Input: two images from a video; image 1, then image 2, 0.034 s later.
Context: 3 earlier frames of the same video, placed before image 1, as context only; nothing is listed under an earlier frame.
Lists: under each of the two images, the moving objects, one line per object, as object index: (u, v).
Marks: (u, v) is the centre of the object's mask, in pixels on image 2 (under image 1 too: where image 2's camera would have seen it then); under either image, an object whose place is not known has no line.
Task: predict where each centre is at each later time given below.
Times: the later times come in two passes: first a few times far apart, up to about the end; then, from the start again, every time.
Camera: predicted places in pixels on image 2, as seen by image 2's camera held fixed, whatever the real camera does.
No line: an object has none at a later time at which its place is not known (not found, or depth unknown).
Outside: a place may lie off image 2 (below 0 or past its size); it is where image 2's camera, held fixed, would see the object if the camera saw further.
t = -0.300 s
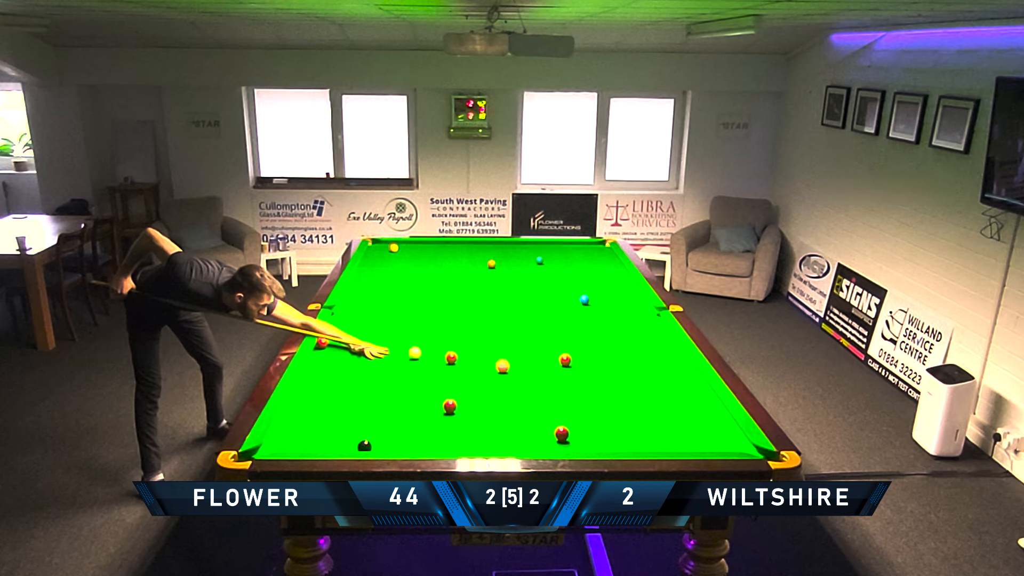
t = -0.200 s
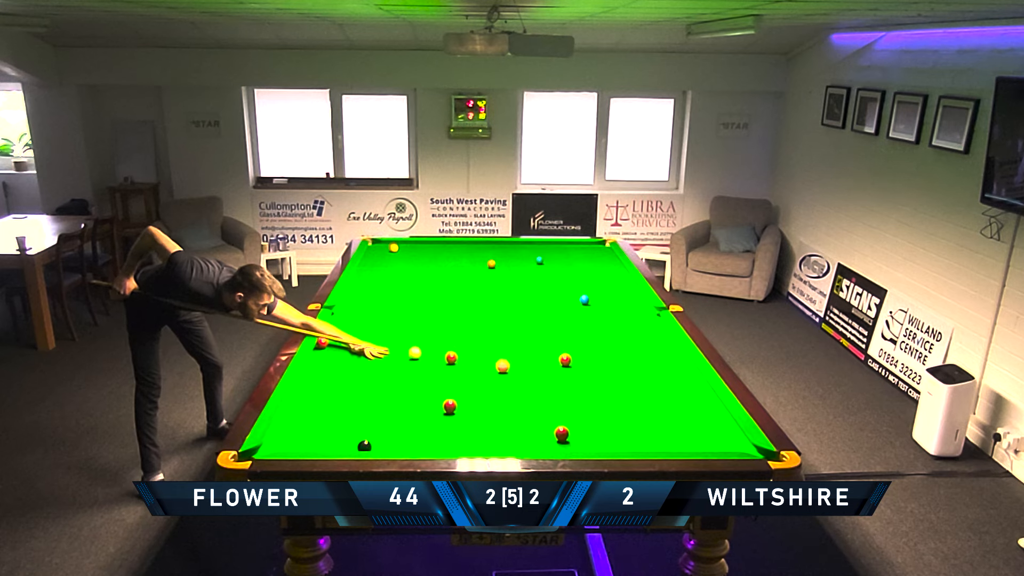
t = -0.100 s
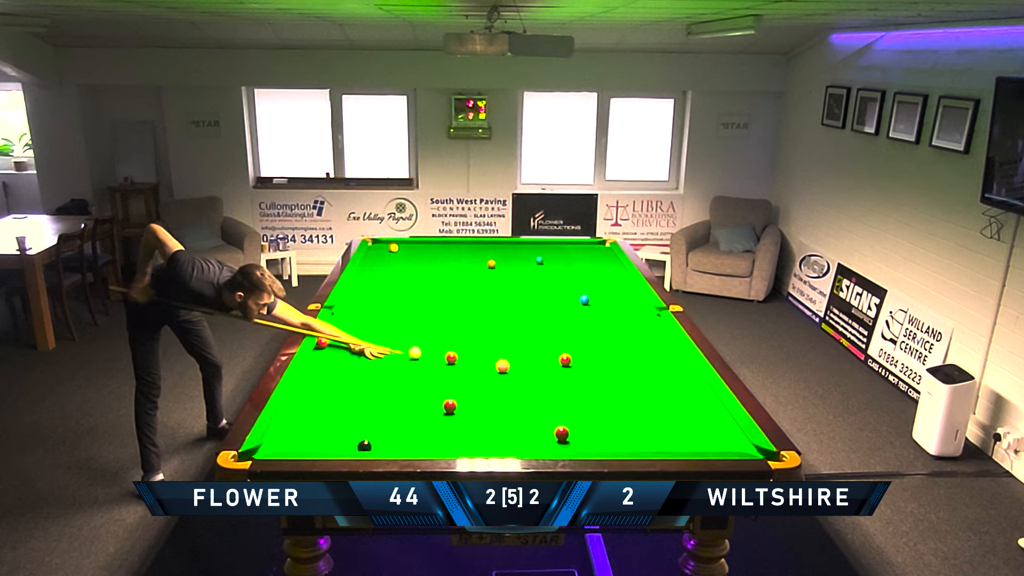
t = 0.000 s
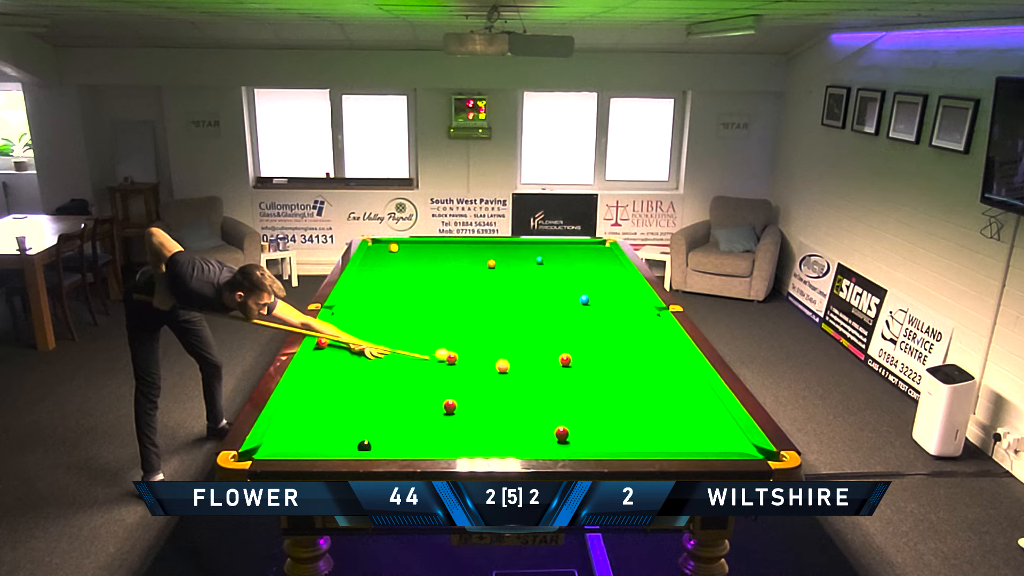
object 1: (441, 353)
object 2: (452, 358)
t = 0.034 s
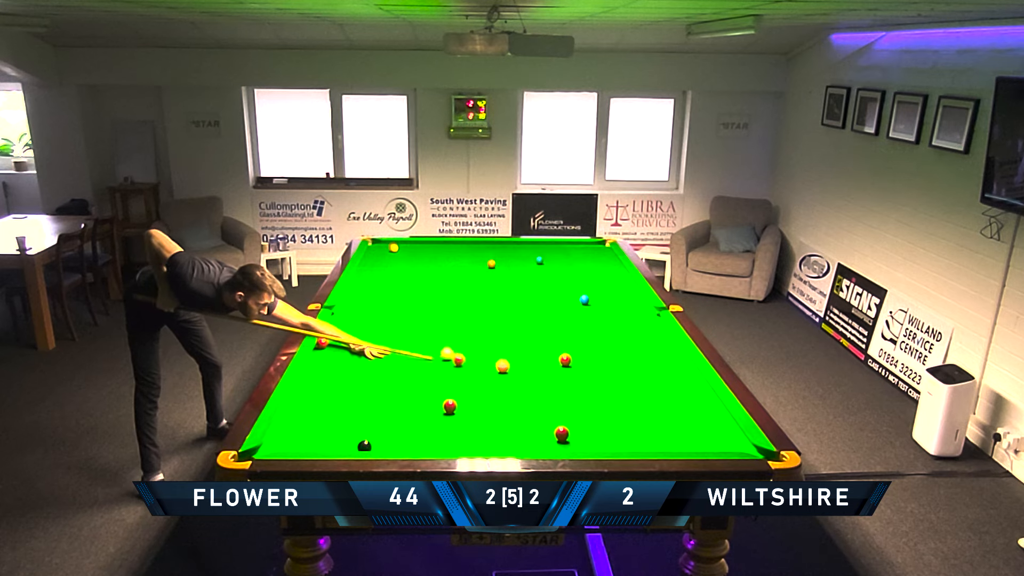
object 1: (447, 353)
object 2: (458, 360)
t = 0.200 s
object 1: (458, 347)
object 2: (491, 370)
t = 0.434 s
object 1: (463, 341)
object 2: (534, 383)
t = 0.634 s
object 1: (466, 336)
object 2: (573, 394)
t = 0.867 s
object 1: (470, 330)
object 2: (620, 408)
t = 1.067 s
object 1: (473, 326)
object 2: (663, 420)
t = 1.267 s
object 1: (475, 321)
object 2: (707, 433)
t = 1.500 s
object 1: (478, 317)
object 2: (748, 448)
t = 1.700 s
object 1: (480, 314)
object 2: (750, 448)
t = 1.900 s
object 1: (482, 311)
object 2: (740, 448)
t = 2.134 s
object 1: (484, 307)
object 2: (730, 447)
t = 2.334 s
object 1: (486, 305)
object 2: (723, 447)
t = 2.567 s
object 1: (488, 302)
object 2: (716, 446)
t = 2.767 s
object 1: (489, 300)
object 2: (712, 445)
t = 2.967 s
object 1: (490, 298)
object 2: (707, 445)
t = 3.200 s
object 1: (492, 296)
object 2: (704, 444)
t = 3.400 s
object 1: (492, 295)
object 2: (702, 444)
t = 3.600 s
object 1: (493, 293)
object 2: (701, 444)
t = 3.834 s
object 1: (494, 292)
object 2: (700, 444)
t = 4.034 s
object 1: (494, 291)
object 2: (700, 444)
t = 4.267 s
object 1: (494, 290)
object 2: (701, 444)
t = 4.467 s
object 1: (495, 290)
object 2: (701, 444)
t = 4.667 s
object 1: (495, 289)
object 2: (701, 444)
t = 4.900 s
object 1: (495, 289)
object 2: (701, 444)
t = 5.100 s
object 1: (496, 288)
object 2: (701, 444)
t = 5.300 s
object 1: (496, 288)
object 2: (700, 444)
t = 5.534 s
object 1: (496, 288)
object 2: (700, 444)
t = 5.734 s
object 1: (496, 288)
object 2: (700, 444)
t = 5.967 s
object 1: (496, 288)
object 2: (700, 444)
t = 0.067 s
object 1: (450, 351)
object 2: (465, 362)
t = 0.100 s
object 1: (453, 350)
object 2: (472, 364)
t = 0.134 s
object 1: (455, 349)
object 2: (479, 366)
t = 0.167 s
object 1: (457, 348)
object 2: (485, 368)
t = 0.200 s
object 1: (458, 347)
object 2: (491, 370)
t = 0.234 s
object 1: (459, 346)
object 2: (497, 372)
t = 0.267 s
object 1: (459, 345)
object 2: (503, 372)
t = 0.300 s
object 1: (460, 344)
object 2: (509, 375)
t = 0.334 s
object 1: (461, 343)
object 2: (515, 377)
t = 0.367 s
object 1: (461, 342)
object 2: (522, 379)
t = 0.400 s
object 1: (462, 341)
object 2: (528, 381)
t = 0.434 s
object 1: (463, 341)
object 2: (534, 383)
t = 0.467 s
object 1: (463, 340)
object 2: (540, 385)
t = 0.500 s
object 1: (464, 339)
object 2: (547, 386)
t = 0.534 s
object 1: (464, 338)
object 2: (553, 388)
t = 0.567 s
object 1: (465, 337)
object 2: (559, 390)
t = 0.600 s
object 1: (466, 336)
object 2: (566, 392)
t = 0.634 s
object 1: (466, 336)
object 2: (573, 394)
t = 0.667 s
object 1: (467, 335)
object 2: (579, 396)
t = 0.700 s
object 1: (467, 334)
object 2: (586, 398)
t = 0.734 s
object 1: (468, 333)
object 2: (593, 400)
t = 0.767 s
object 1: (468, 332)
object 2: (599, 402)
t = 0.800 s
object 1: (469, 331)
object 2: (606, 404)
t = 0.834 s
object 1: (469, 331)
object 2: (613, 406)
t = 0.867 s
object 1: (470, 330)
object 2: (620, 408)
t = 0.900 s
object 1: (470, 329)
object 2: (627, 410)
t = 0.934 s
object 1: (471, 329)
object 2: (634, 412)
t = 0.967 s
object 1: (471, 328)
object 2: (641, 414)
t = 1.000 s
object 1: (472, 327)
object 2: (648, 416)
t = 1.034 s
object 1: (472, 326)
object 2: (655, 419)
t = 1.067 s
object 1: (473, 326)
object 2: (663, 420)
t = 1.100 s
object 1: (473, 325)
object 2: (670, 423)
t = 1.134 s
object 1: (474, 324)
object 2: (677, 425)
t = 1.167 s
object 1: (474, 323)
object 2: (684, 427)
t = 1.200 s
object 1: (475, 323)
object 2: (692, 429)
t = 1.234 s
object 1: (475, 322)
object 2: (699, 431)
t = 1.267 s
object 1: (475, 321)
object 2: (707, 433)
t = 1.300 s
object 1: (476, 321)
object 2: (714, 436)
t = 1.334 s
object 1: (476, 320)
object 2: (722, 438)
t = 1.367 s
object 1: (477, 319)
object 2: (730, 440)
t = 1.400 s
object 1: (477, 319)
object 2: (737, 443)
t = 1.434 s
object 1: (477, 318)
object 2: (745, 444)
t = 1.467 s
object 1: (478, 318)
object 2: (747, 447)
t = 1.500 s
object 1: (478, 317)
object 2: (748, 448)
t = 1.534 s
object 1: (479, 316)
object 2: (748, 450)
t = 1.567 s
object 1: (479, 316)
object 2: (750, 449)
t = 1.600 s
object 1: (479, 315)
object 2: (751, 449)
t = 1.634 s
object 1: (479, 315)
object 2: (753, 449)
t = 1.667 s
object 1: (480, 314)
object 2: (752, 448)
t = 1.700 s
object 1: (480, 314)
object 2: (750, 448)
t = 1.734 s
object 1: (481, 313)
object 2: (748, 448)
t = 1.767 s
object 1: (481, 313)
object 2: (746, 448)
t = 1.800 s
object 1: (481, 312)
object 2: (745, 448)
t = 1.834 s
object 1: (482, 312)
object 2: (743, 448)
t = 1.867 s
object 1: (482, 311)
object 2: (741, 448)
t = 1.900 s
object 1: (482, 311)
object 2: (740, 448)
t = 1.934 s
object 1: (483, 310)
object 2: (738, 448)
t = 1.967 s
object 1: (483, 310)
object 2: (736, 448)
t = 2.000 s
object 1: (483, 309)
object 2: (735, 448)
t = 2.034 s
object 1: (484, 309)
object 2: (734, 448)
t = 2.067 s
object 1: (484, 308)
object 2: (733, 448)
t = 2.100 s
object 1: (484, 308)
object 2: (731, 447)
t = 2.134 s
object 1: (484, 307)
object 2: (730, 447)
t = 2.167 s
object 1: (485, 307)
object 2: (729, 447)
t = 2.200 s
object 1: (485, 306)
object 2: (728, 447)
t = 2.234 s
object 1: (485, 306)
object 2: (726, 447)
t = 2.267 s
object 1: (485, 306)
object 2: (725, 447)
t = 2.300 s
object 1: (486, 305)
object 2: (724, 447)
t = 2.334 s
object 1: (486, 305)
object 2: (723, 447)
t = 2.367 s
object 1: (486, 305)
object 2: (722, 447)
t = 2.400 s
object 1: (487, 304)
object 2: (721, 446)
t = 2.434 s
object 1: (487, 304)
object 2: (720, 446)
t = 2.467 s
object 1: (487, 303)
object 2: (719, 446)
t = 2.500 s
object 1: (487, 303)
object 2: (718, 446)
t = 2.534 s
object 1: (488, 303)
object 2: (717, 446)
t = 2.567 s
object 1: (488, 302)
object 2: (716, 446)
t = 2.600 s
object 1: (488, 302)
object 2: (715, 446)
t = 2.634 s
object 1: (488, 302)
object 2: (715, 446)
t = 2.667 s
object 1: (489, 301)
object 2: (714, 446)
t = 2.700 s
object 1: (489, 301)
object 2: (713, 446)
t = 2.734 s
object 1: (489, 301)
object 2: (712, 446)
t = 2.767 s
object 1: (489, 300)
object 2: (712, 445)
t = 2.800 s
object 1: (489, 300)
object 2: (711, 445)
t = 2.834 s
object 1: (490, 300)
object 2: (710, 445)
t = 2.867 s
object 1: (490, 299)
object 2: (709, 445)
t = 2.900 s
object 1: (490, 299)
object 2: (709, 445)
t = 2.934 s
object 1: (490, 299)
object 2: (708, 445)
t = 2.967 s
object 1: (490, 298)
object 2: (707, 445)
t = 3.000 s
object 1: (491, 298)
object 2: (707, 445)
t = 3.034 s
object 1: (491, 298)
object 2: (706, 445)
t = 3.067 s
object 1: (491, 297)
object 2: (706, 445)
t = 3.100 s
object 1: (491, 297)
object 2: (705, 445)
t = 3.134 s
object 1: (491, 297)
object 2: (705, 444)
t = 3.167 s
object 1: (491, 296)
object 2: (704, 444)
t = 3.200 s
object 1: (492, 296)
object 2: (704, 444)
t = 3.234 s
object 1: (492, 296)
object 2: (704, 444)
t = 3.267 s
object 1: (492, 296)
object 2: (703, 444)
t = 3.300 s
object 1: (492, 295)
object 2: (703, 444)
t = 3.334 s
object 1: (492, 295)
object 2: (703, 444)
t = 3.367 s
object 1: (492, 295)
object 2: (702, 444)
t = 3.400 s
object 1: (492, 295)
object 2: (702, 444)
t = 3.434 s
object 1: (493, 294)
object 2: (702, 444)
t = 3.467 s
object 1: (493, 294)
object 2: (701, 444)
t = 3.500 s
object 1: (493, 294)
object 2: (701, 444)
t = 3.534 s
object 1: (493, 294)
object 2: (701, 444)
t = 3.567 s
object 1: (493, 294)
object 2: (701, 444)
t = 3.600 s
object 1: (493, 293)
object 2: (701, 444)
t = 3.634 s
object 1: (494, 293)
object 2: (701, 444)
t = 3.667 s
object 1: (494, 293)
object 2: (701, 444)
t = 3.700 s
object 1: (494, 293)
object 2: (701, 444)
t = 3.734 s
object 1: (494, 293)
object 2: (701, 444)
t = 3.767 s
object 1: (494, 293)
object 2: (700, 444)
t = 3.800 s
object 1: (494, 292)
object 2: (700, 444)
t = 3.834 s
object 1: (494, 292)
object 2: (700, 444)
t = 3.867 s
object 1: (494, 292)
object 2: (700, 444)
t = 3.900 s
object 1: (494, 292)
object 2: (700, 444)
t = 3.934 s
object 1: (494, 292)
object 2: (700, 444)
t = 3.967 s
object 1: (494, 291)
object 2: (700, 444)
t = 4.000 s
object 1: (494, 291)
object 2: (700, 444)
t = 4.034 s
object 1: (494, 291)
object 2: (700, 444)
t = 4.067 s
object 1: (494, 291)
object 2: (701, 444)
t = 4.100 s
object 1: (494, 291)
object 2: (700, 444)
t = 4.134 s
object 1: (494, 291)
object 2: (701, 444)
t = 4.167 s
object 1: (494, 291)
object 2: (701, 444)
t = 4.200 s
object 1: (494, 290)
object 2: (700, 444)
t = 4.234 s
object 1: (494, 290)
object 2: (701, 444)
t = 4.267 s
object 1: (494, 290)
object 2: (701, 444)
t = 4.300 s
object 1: (494, 290)
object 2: (700, 444)
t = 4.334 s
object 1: (495, 290)
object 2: (700, 444)
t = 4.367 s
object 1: (495, 290)
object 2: (700, 444)
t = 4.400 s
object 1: (495, 290)
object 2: (701, 444)
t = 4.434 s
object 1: (495, 290)
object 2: (700, 444)
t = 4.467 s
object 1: (495, 290)
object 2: (701, 444)
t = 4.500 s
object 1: (495, 289)
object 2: (701, 444)
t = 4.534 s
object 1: (495, 289)
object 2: (701, 444)
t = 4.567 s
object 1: (495, 289)
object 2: (701, 444)
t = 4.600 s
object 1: (495, 289)
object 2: (701, 444)
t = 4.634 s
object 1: (495, 289)
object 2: (701, 444)
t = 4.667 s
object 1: (495, 289)
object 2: (701, 444)
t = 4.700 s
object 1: (495, 289)
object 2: (701, 444)
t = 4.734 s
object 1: (495, 289)
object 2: (701, 444)
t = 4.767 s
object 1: (495, 289)
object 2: (701, 444)
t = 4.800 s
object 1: (495, 289)
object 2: (701, 444)
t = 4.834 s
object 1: (495, 289)
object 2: (701, 444)
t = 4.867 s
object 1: (495, 289)
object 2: (701, 444)
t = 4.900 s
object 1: (495, 289)
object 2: (701, 444)
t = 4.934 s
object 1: (495, 289)
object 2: (701, 444)
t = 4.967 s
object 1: (496, 289)
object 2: (700, 444)
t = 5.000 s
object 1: (496, 289)
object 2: (701, 444)
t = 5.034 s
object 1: (496, 288)
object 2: (700, 444)
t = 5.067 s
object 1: (496, 288)
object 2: (700, 444)
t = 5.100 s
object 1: (496, 288)
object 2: (701, 444)
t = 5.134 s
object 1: (496, 288)
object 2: (701, 444)
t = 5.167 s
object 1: (496, 288)
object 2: (701, 444)
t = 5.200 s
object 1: (496, 288)
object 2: (701, 444)
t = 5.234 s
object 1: (496, 288)
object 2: (700, 444)
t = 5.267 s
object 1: (496, 288)
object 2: (700, 444)
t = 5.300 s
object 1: (496, 288)
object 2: (700, 444)
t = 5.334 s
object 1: (496, 288)
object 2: (700, 444)
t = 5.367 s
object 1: (496, 288)
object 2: (700, 444)
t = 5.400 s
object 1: (496, 288)
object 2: (700, 444)
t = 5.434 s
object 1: (496, 288)
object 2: (700, 444)
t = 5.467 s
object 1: (496, 288)
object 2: (700, 444)
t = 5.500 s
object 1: (496, 288)
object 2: (700, 444)
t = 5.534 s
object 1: (496, 288)
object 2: (700, 444)
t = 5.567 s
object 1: (496, 288)
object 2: (700, 444)
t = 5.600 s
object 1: (496, 288)
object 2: (700, 444)
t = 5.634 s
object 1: (496, 288)
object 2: (700, 444)
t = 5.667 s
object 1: (496, 288)
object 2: (700, 444)
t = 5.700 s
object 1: (496, 288)
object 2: (700, 444)
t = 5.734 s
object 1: (496, 288)
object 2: (700, 444)
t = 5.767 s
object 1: (496, 288)
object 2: (700, 444)
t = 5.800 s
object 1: (496, 288)
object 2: (700, 444)
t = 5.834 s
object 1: (496, 288)
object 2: (700, 444)
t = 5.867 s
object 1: (496, 288)
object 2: (700, 444)
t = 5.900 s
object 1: (496, 288)
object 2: (700, 444)
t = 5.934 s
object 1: (496, 288)
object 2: (700, 444)
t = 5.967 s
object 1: (496, 288)
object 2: (700, 444)
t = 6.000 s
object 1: (496, 288)
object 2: (700, 444)
